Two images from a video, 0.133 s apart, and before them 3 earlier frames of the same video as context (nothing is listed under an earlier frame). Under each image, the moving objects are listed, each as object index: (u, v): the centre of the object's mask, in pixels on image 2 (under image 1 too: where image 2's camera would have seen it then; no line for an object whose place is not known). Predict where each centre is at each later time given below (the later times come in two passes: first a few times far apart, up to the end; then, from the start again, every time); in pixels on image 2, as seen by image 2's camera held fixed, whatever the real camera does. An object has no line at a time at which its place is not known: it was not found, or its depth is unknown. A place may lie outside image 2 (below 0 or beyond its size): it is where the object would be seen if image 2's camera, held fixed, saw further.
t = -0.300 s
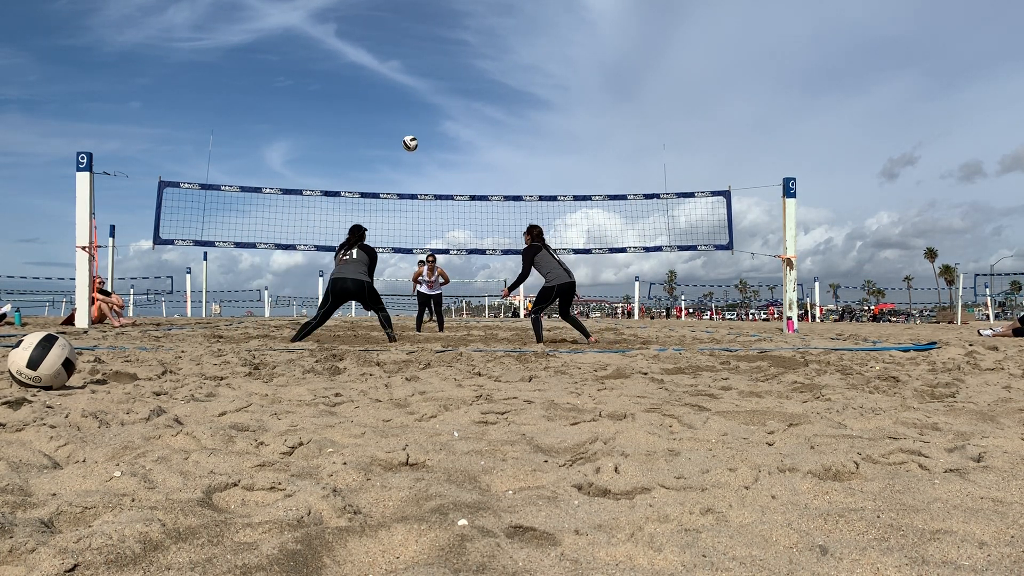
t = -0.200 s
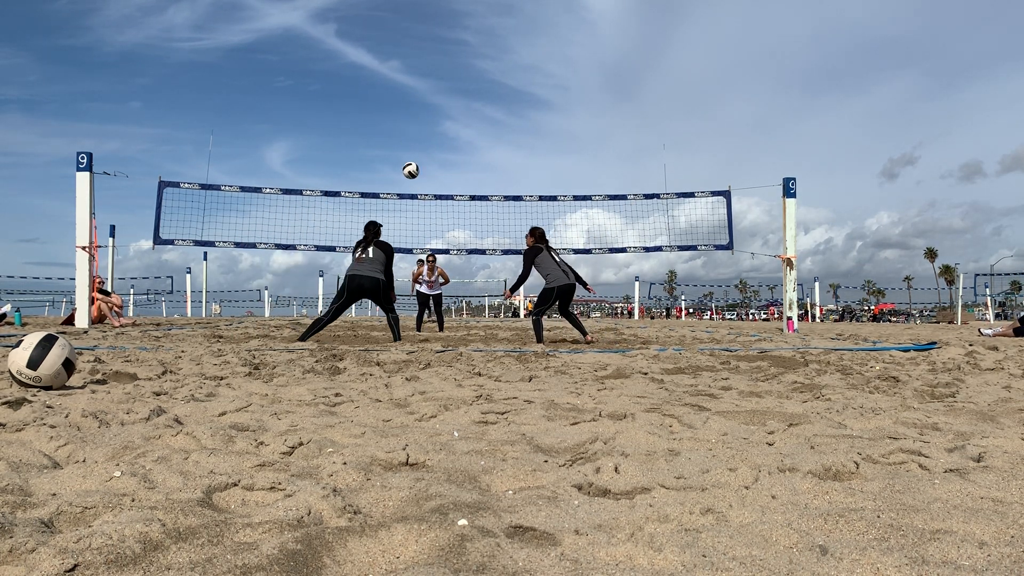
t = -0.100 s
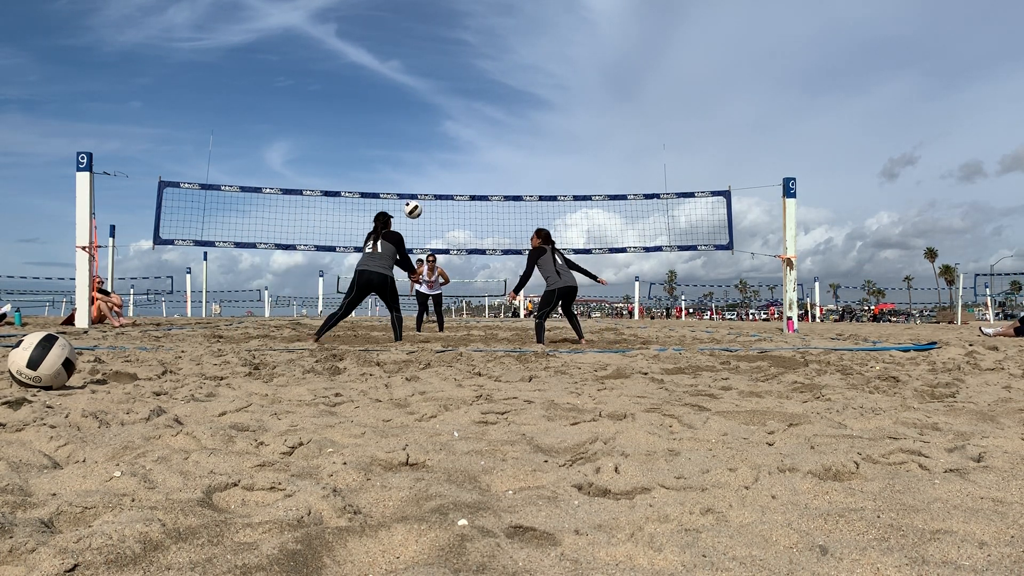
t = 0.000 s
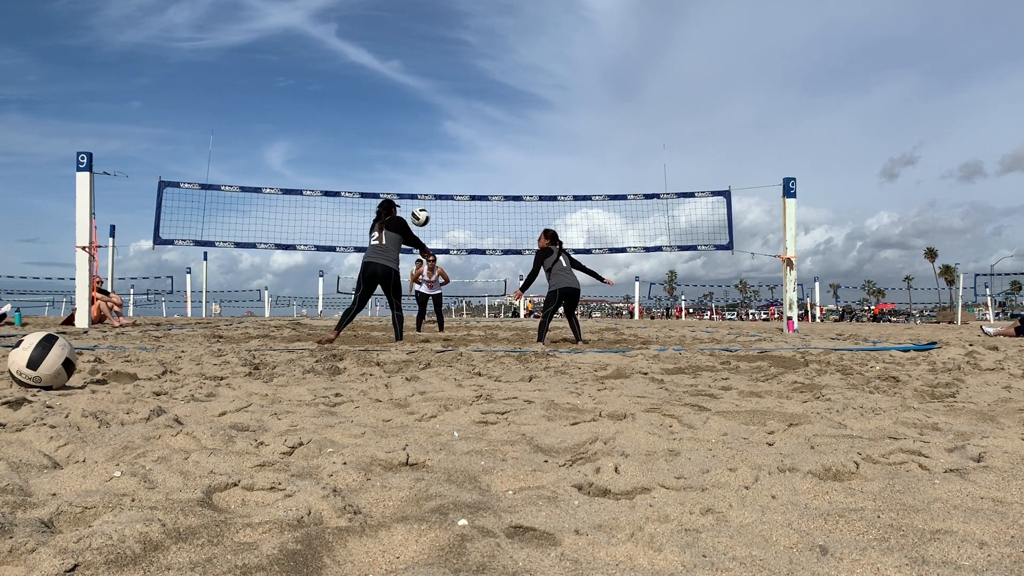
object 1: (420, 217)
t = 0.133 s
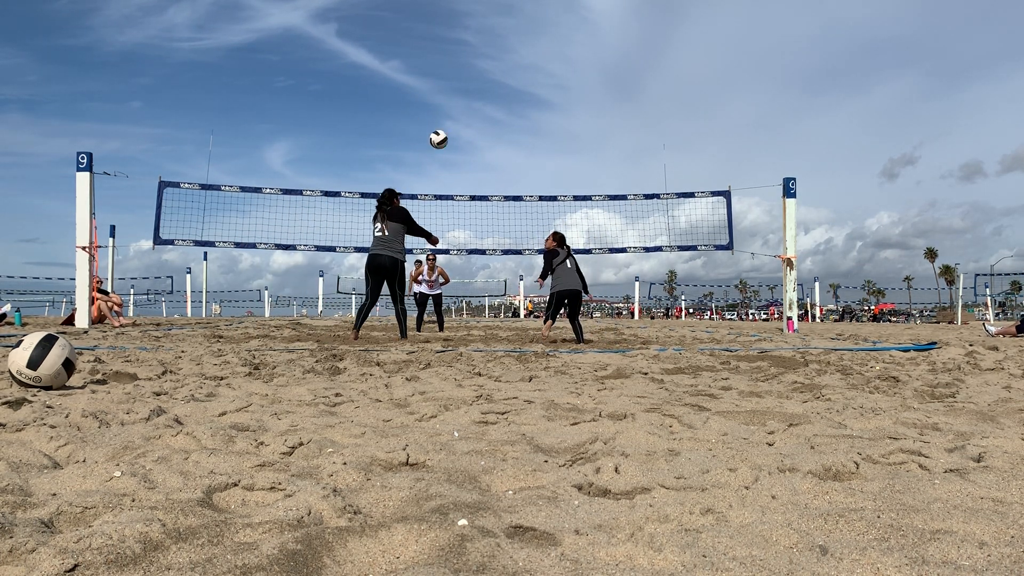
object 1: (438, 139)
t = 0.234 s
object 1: (452, 93)
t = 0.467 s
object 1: (481, 24)
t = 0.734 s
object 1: (513, 5)
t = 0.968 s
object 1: (539, 26)
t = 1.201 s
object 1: (563, 88)
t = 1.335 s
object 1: (576, 137)
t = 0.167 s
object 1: (443, 123)
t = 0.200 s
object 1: (447, 107)
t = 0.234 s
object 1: (452, 93)
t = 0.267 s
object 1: (456, 80)
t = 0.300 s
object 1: (460, 68)
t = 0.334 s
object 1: (465, 57)
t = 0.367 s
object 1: (469, 47)
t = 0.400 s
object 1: (473, 38)
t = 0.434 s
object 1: (477, 30)
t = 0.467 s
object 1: (481, 24)
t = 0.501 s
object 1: (486, 18)
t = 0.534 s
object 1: (489, 12)
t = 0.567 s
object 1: (493, 9)
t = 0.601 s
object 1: (497, 7)
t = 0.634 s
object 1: (501, 6)
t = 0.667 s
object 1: (505, 5)
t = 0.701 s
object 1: (509, 5)
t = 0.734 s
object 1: (513, 5)
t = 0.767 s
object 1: (517, 5)
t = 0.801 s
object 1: (520, 6)
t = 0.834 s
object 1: (524, 8)
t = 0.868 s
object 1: (528, 11)
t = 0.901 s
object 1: (532, 15)
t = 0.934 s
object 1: (535, 20)
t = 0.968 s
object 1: (539, 26)
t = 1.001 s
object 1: (542, 33)
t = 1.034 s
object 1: (546, 40)
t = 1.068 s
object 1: (550, 48)
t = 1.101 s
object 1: (553, 57)
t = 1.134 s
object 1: (556, 67)
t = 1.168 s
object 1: (560, 77)
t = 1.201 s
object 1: (563, 88)
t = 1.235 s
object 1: (567, 99)
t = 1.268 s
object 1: (570, 111)
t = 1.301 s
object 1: (573, 124)
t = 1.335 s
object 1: (576, 137)
